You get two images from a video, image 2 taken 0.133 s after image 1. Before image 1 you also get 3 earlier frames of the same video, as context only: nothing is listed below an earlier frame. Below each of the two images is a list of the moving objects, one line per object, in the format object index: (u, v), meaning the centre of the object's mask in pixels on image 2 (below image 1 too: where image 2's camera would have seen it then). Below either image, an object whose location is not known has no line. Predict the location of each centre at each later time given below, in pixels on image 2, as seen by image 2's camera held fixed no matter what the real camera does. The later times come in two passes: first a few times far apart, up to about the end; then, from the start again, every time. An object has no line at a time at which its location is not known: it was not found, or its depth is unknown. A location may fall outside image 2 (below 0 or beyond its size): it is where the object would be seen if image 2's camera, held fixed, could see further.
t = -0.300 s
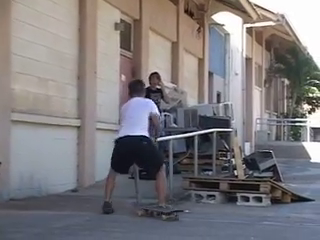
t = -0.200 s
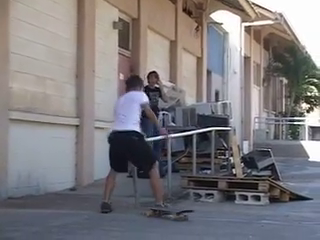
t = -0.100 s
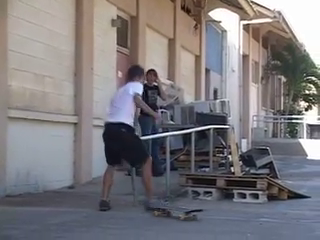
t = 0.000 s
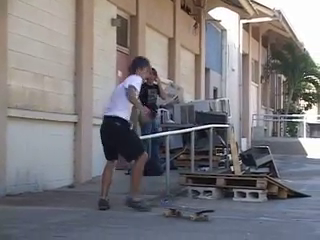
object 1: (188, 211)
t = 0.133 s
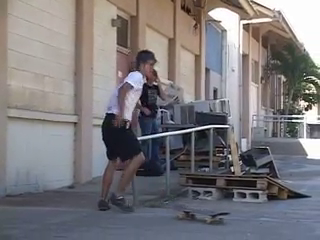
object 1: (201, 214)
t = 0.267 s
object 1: (216, 217)
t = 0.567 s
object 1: (247, 220)
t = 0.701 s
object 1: (263, 222)
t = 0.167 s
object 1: (205, 215)
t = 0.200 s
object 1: (210, 216)
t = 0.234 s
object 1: (212, 216)
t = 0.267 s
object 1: (216, 217)
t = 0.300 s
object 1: (218, 217)
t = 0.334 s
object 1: (224, 218)
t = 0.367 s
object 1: (228, 219)
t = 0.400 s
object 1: (228, 218)
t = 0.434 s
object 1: (232, 217)
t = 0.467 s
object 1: (235, 219)
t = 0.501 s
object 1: (239, 219)
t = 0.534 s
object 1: (243, 219)
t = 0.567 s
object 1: (247, 220)
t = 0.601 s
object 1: (251, 221)
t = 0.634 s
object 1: (255, 221)
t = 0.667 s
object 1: (259, 222)
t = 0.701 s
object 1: (263, 222)
